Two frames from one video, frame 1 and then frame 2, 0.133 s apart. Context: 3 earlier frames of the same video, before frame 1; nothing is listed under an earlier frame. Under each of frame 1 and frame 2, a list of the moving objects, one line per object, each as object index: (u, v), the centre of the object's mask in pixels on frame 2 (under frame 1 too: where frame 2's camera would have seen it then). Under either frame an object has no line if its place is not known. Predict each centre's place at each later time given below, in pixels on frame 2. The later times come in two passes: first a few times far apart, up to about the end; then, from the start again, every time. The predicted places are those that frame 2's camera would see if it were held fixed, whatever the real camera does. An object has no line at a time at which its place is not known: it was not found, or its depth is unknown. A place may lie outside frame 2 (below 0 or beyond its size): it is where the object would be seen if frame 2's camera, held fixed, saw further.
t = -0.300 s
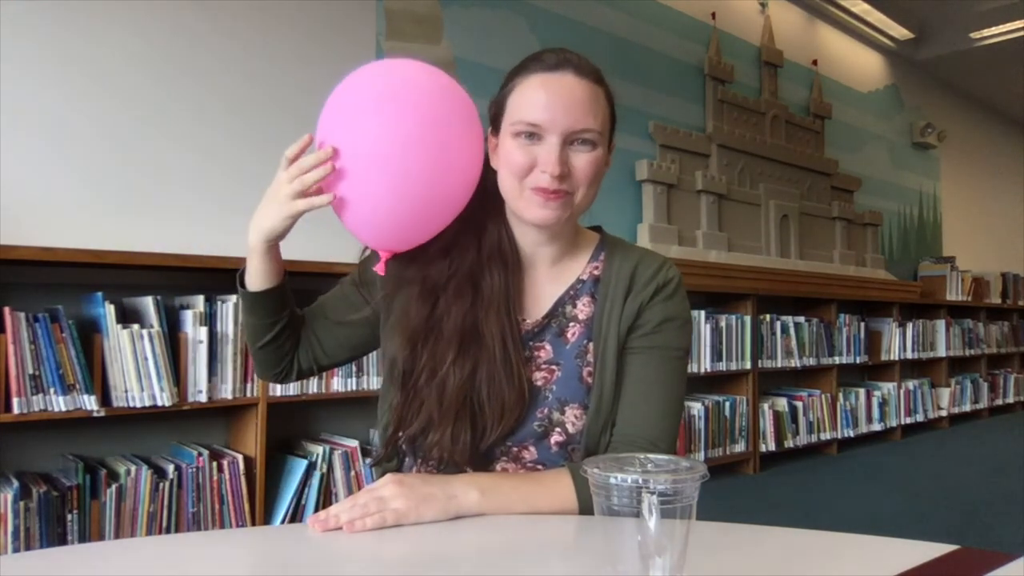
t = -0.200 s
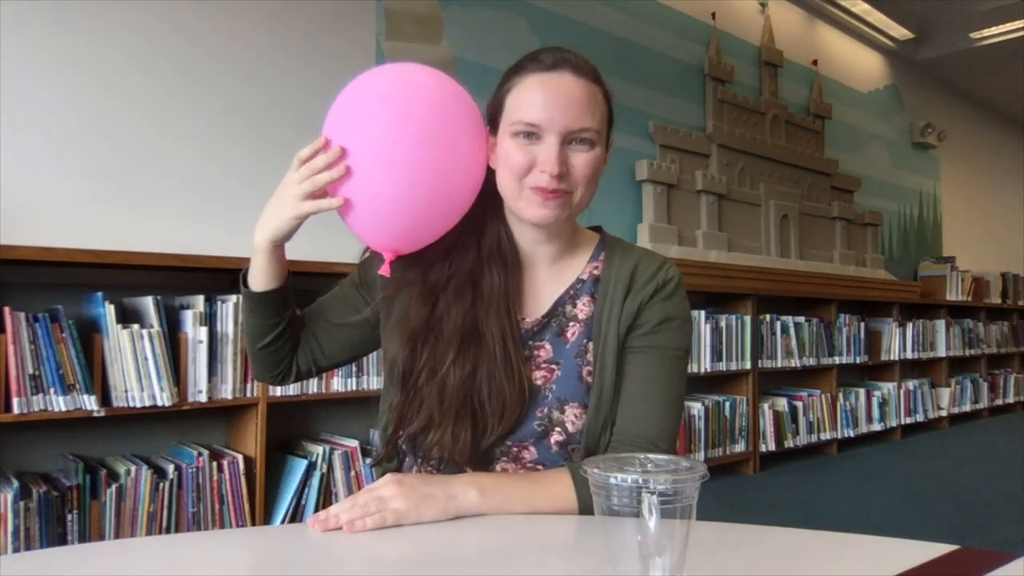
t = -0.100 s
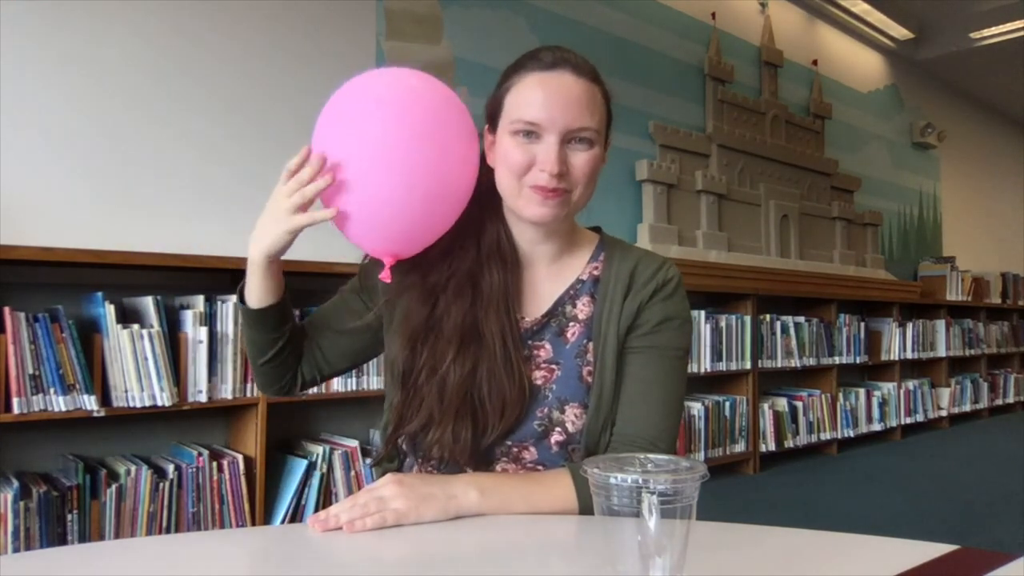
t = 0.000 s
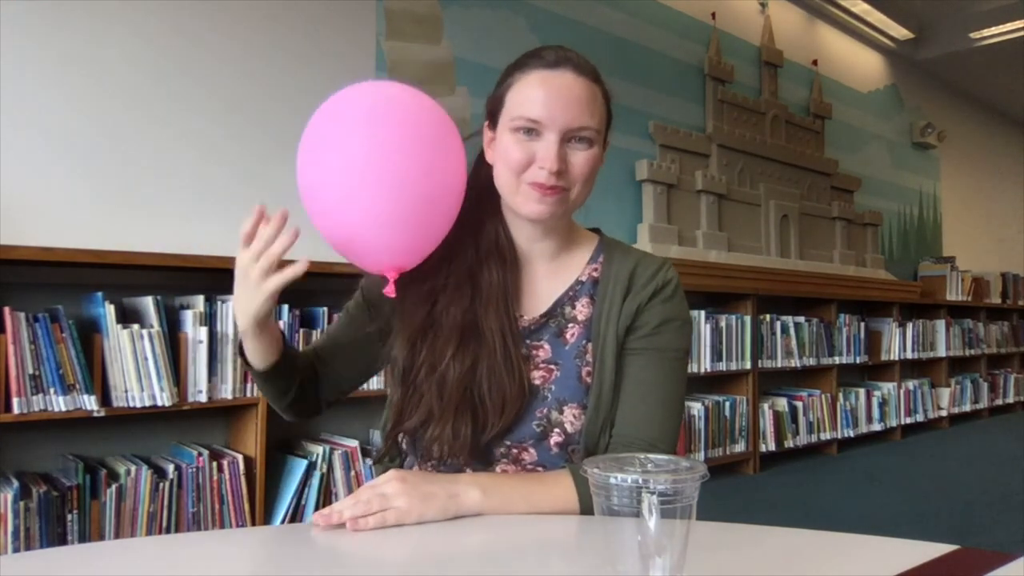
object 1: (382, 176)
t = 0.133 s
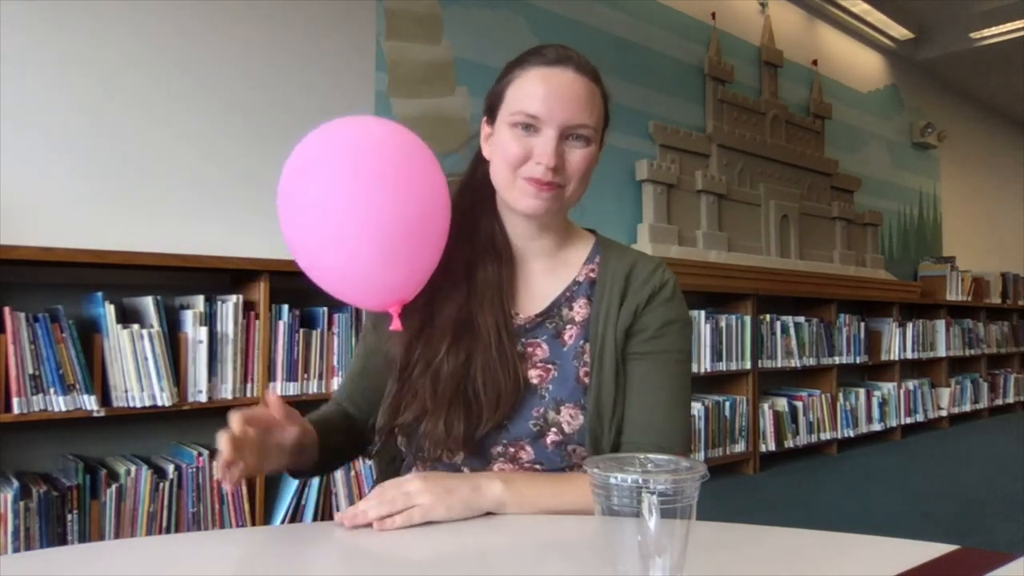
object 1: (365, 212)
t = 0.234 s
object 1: (351, 245)
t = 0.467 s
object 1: (304, 319)
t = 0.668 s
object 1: (283, 394)
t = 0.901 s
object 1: (270, 438)
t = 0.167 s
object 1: (361, 222)
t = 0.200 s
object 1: (356, 234)
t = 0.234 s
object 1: (351, 245)
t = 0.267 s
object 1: (345, 256)
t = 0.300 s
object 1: (339, 267)
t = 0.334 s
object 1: (332, 277)
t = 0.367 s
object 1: (325, 287)
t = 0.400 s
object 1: (318, 297)
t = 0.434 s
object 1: (310, 308)
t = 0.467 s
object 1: (304, 319)
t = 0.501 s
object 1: (298, 332)
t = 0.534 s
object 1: (292, 344)
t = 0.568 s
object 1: (288, 356)
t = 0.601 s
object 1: (285, 369)
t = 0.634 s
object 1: (284, 382)
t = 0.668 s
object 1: (283, 394)
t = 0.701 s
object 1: (285, 407)
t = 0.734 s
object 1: (282, 413)
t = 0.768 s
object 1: (278, 419)
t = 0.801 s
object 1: (275, 424)
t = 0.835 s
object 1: (274, 431)
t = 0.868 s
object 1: (273, 435)
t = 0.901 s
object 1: (270, 438)
